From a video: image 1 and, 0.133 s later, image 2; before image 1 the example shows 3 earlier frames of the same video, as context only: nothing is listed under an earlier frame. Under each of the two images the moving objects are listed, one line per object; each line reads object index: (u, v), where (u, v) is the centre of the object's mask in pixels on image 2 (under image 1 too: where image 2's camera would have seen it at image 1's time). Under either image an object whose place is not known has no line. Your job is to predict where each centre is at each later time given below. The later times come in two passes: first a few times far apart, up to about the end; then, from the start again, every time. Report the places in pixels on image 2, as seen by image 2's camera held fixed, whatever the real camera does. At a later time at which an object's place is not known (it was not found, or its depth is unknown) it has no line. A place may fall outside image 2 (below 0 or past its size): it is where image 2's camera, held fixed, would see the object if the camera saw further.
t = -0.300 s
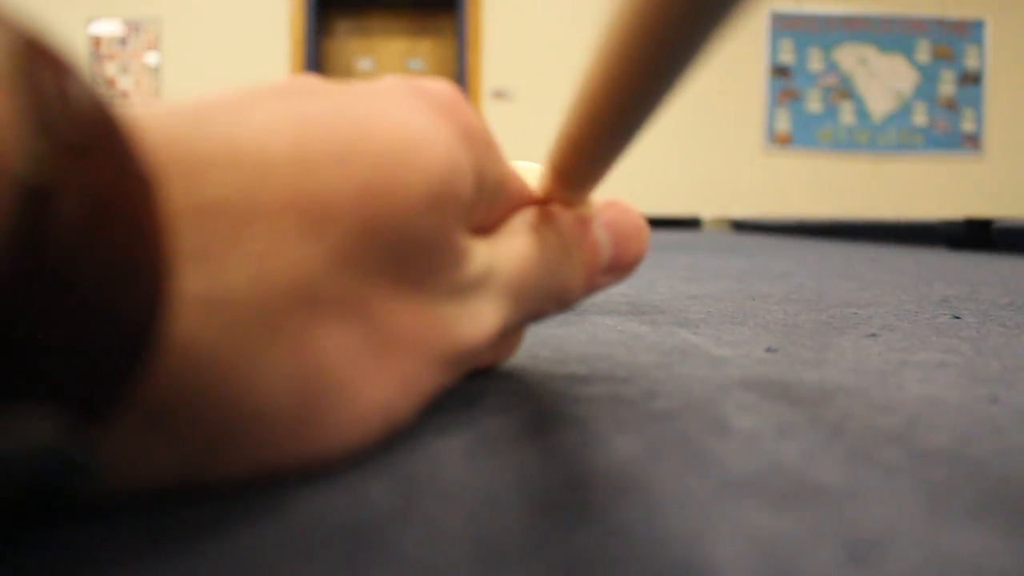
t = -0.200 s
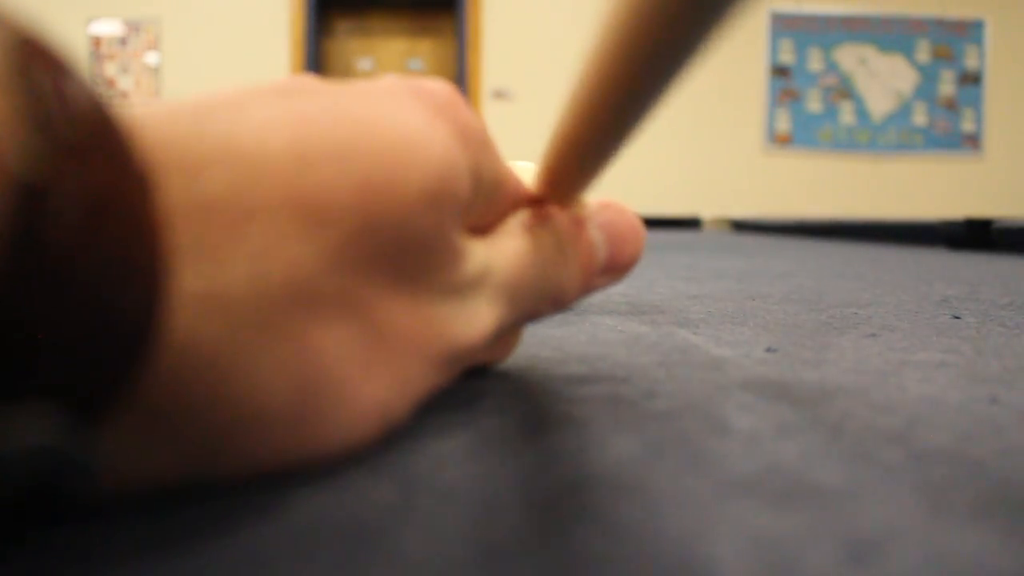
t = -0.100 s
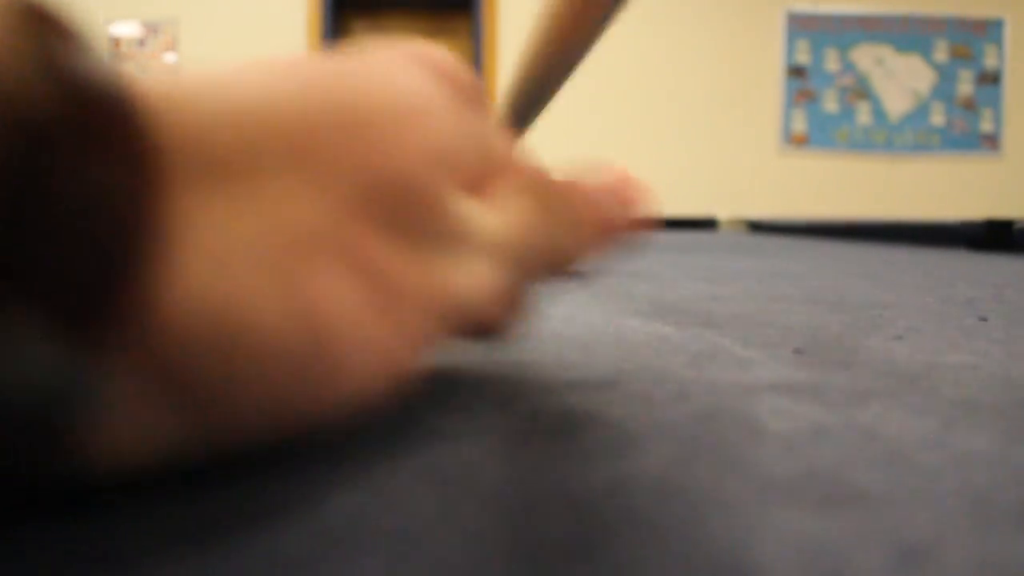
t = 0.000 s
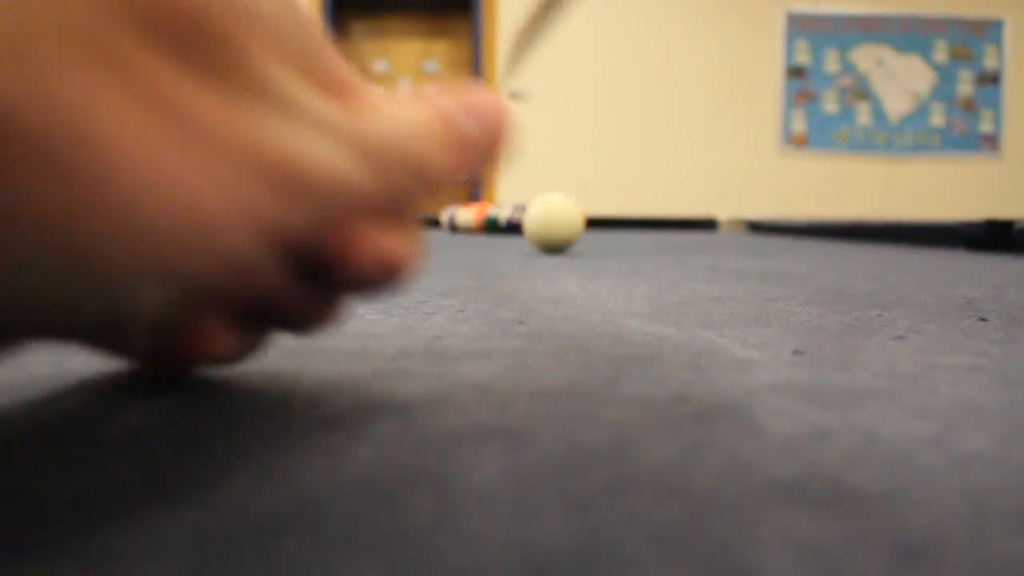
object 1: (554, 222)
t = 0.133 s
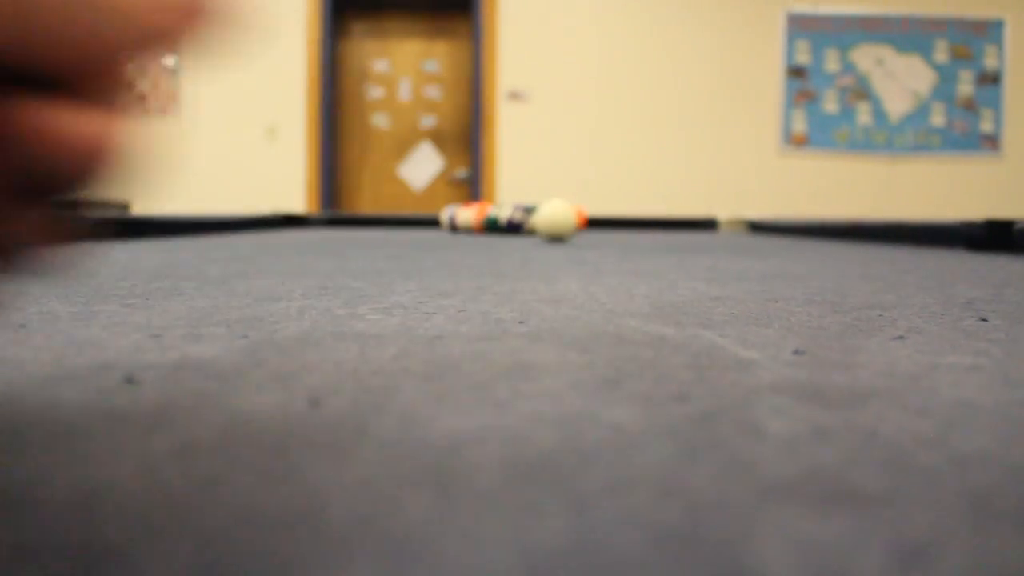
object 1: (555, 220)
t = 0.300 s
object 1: (562, 218)
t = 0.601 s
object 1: (656, 218)
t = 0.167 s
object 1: (556, 219)
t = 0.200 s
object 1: (556, 219)
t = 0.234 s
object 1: (556, 219)
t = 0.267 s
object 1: (557, 219)
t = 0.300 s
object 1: (562, 218)
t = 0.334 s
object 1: (576, 218)
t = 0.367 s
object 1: (592, 218)
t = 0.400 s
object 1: (604, 218)
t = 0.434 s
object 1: (614, 219)
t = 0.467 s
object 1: (623, 219)
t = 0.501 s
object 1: (632, 218)
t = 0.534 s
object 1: (640, 218)
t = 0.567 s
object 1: (649, 218)
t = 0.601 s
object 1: (656, 218)
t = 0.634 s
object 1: (662, 215)
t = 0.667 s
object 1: (670, 211)
